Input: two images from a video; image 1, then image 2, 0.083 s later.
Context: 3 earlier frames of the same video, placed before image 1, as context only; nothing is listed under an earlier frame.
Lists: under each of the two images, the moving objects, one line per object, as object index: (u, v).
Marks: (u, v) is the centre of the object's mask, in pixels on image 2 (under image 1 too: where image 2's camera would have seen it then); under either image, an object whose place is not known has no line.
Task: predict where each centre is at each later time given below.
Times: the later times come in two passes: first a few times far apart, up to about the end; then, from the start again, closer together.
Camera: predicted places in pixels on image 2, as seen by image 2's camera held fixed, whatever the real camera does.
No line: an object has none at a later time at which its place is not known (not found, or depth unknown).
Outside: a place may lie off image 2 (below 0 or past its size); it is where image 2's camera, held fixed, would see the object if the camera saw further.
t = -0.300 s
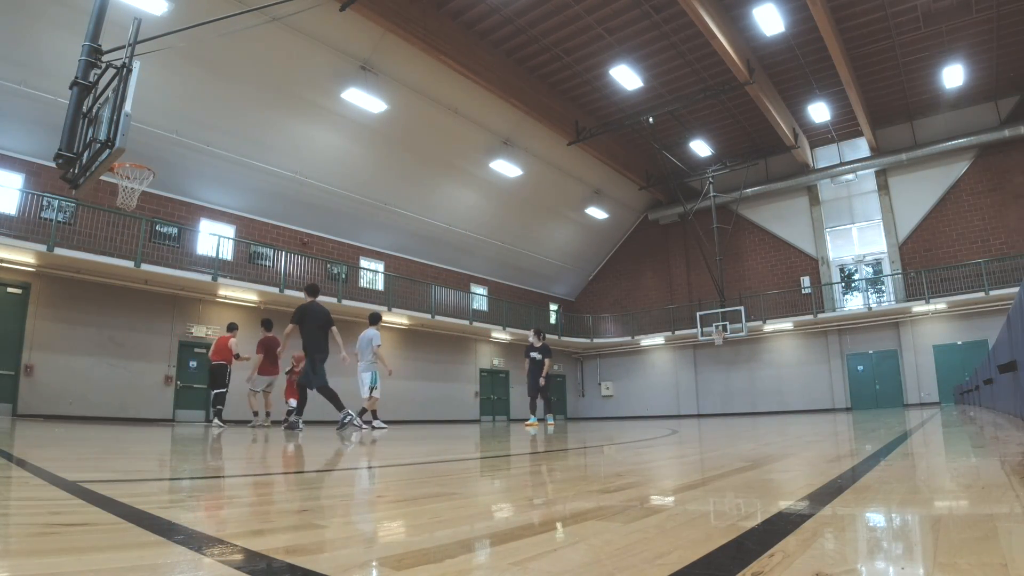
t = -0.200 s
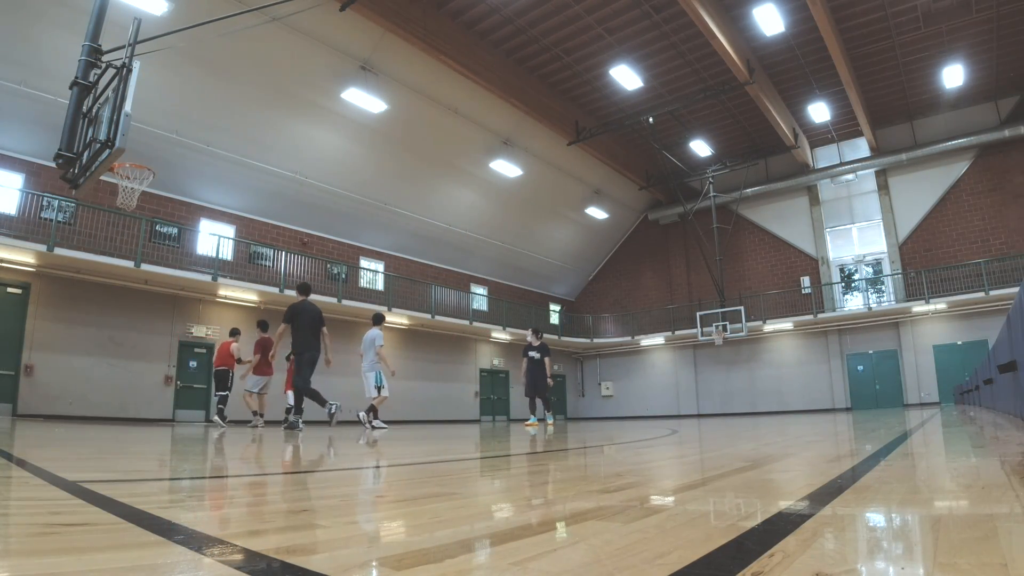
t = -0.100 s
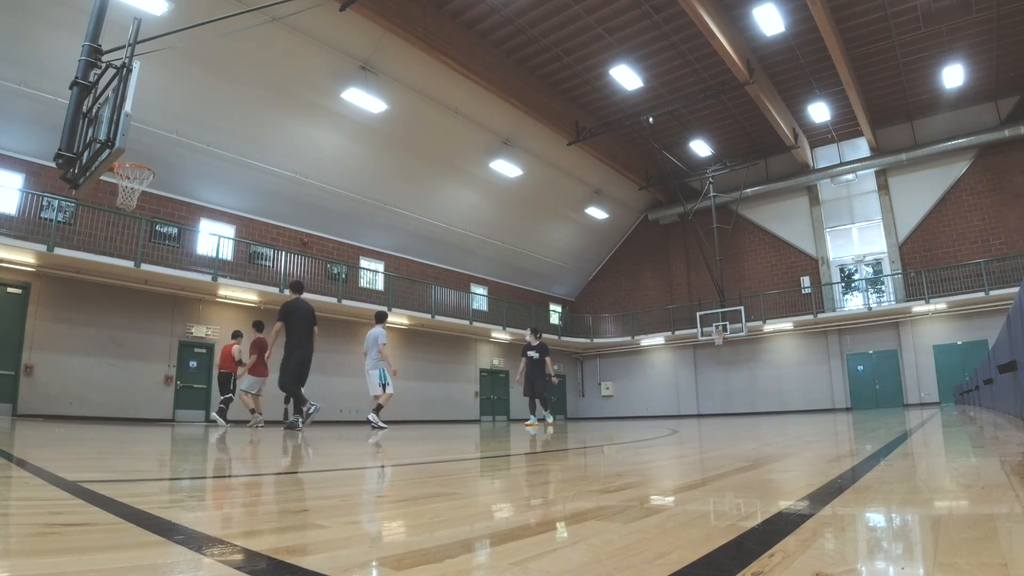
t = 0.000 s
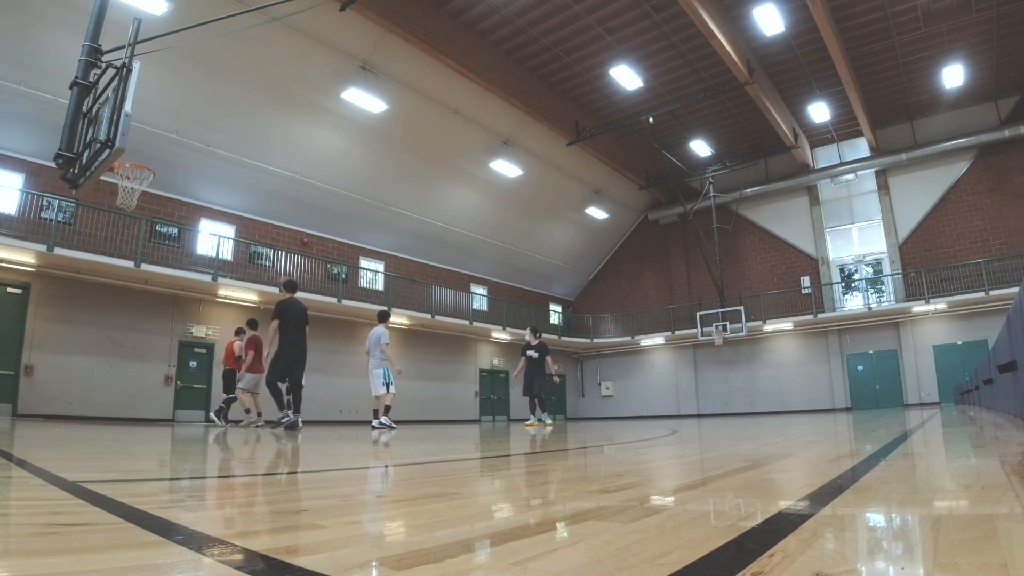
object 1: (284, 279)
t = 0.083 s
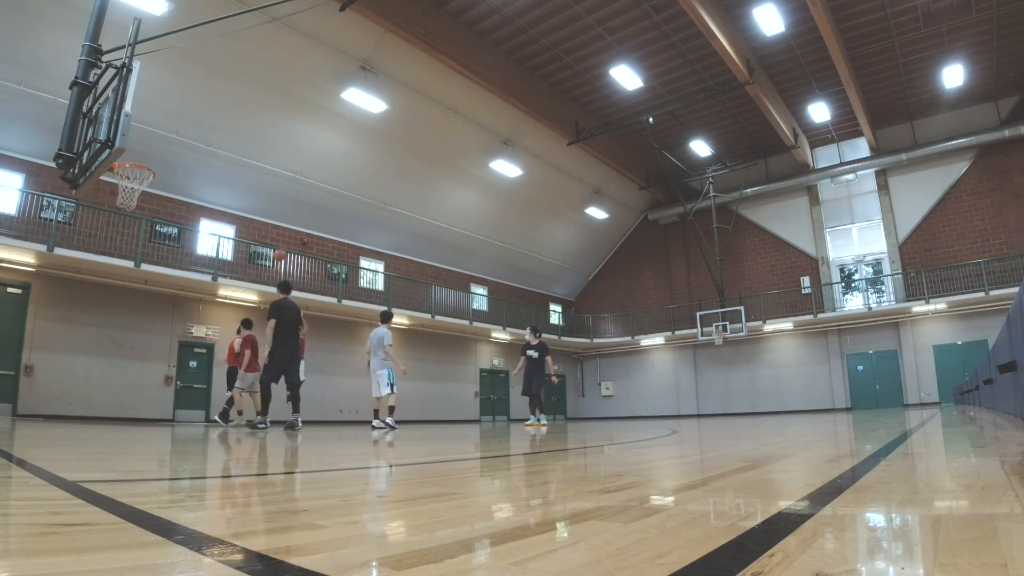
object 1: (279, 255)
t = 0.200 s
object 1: (271, 223)
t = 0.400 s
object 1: (252, 177)
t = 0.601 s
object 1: (229, 146)
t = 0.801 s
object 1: (199, 131)
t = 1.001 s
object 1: (160, 141)
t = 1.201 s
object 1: (141, 175)
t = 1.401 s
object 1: (121, 187)
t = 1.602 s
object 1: (134, 202)
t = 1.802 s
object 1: (140, 236)
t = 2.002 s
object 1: (143, 300)
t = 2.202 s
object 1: (145, 397)
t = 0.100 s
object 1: (278, 250)
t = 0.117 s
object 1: (277, 245)
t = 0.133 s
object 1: (275, 241)
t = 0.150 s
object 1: (275, 236)
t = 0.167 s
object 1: (273, 232)
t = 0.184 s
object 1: (271, 227)
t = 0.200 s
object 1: (271, 223)
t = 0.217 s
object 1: (270, 219)
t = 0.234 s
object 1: (268, 214)
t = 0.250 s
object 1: (267, 210)
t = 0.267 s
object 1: (265, 206)
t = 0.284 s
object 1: (264, 202)
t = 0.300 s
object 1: (262, 198)
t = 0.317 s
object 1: (261, 194)
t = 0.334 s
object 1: (259, 191)
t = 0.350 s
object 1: (257, 187)
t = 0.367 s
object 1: (256, 184)
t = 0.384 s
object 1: (254, 180)
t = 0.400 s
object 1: (252, 177)
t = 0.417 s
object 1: (251, 174)
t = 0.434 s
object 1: (249, 171)
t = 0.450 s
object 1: (247, 168)
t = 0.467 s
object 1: (245, 165)
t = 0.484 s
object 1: (243, 162)
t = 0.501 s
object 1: (241, 159)
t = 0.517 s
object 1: (239, 157)
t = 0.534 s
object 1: (237, 154)
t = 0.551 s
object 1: (235, 152)
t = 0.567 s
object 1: (233, 150)
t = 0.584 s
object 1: (231, 147)
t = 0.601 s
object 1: (229, 146)
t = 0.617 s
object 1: (227, 144)
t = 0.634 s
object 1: (224, 142)
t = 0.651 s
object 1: (222, 140)
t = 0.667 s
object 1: (220, 138)
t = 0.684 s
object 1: (217, 137)
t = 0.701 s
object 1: (215, 136)
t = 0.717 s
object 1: (212, 135)
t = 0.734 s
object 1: (210, 134)
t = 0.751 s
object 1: (207, 133)
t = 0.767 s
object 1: (204, 133)
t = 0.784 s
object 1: (202, 132)
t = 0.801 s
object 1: (199, 131)
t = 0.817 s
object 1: (196, 131)
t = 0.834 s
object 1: (193, 131)
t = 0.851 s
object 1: (190, 131)
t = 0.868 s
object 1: (187, 131)
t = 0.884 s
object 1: (184, 132)
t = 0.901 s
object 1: (181, 132)
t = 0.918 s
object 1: (177, 133)
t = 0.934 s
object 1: (174, 134)
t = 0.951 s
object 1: (170, 136)
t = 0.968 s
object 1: (167, 137)
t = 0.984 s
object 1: (163, 139)
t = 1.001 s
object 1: (160, 141)
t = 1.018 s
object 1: (156, 142)
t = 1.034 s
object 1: (151, 145)
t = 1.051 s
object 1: (147, 147)
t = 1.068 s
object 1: (143, 150)
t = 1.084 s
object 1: (139, 153)
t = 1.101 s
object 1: (135, 155)
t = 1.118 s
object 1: (130, 158)
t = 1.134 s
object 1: (127, 158)
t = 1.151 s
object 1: (129, 167)
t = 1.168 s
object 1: (133, 172)
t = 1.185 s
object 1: (141, 174)
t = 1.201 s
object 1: (141, 175)
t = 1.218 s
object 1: (139, 175)
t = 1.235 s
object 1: (130, 176)
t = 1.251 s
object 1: (124, 175)
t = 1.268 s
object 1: (119, 176)
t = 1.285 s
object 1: (118, 178)
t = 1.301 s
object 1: (118, 179)
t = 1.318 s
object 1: (117, 181)
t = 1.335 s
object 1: (119, 182)
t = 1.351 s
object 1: (119, 183)
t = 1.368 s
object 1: (120, 184)
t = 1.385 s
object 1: (121, 186)
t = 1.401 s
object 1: (121, 187)
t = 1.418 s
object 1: (122, 189)
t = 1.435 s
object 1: (123, 190)
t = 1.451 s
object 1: (125, 191)
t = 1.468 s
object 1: (126, 193)
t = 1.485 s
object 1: (127, 194)
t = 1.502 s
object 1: (126, 196)
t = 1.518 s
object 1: (127, 196)
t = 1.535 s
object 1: (129, 197)
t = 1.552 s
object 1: (130, 198)
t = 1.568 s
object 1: (132, 199)
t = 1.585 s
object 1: (133, 201)
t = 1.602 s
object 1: (134, 202)
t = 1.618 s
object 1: (135, 203)
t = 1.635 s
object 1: (136, 205)
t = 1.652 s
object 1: (136, 207)
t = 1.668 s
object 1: (137, 209)
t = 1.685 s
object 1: (137, 212)
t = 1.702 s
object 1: (137, 214)
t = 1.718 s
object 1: (138, 218)
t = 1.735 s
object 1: (138, 221)
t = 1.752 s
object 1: (139, 225)
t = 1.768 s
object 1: (139, 228)
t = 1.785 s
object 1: (140, 232)
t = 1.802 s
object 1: (140, 236)
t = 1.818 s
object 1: (141, 240)
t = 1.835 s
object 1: (141, 245)
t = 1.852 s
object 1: (142, 249)
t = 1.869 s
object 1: (142, 254)
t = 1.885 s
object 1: (142, 259)
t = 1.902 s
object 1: (142, 264)
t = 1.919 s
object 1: (142, 270)
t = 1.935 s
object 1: (142, 276)
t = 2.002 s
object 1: (143, 300)
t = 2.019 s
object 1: (143, 307)
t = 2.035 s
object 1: (143, 314)
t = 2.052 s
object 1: (143, 321)
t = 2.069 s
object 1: (144, 329)
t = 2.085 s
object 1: (143, 336)
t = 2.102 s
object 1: (144, 345)
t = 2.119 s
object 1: (144, 353)
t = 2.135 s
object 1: (144, 361)
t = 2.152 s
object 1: (144, 370)
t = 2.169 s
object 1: (145, 379)
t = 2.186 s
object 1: (145, 388)
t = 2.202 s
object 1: (145, 397)
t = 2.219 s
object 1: (145, 407)
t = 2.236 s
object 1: (145, 417)
